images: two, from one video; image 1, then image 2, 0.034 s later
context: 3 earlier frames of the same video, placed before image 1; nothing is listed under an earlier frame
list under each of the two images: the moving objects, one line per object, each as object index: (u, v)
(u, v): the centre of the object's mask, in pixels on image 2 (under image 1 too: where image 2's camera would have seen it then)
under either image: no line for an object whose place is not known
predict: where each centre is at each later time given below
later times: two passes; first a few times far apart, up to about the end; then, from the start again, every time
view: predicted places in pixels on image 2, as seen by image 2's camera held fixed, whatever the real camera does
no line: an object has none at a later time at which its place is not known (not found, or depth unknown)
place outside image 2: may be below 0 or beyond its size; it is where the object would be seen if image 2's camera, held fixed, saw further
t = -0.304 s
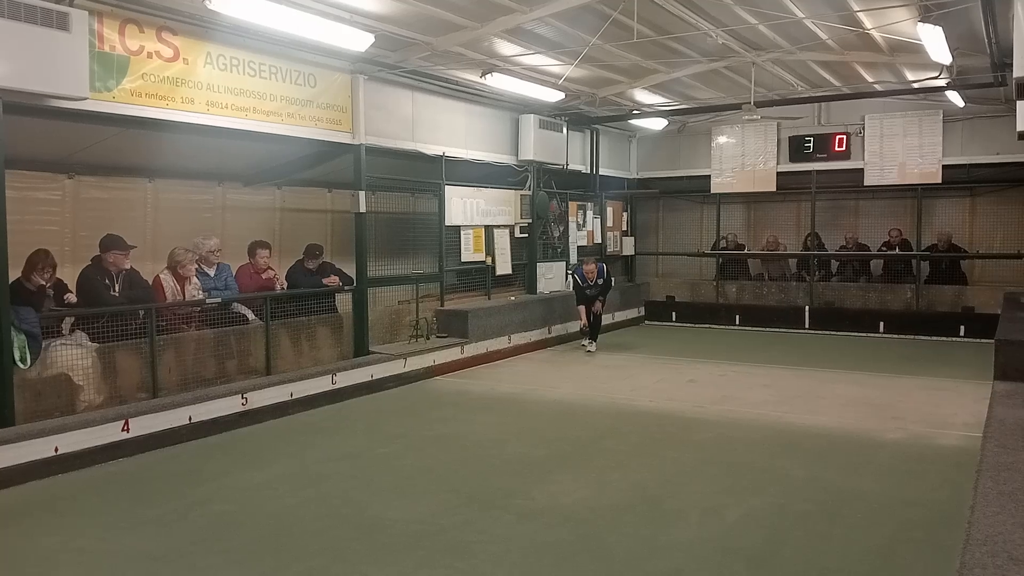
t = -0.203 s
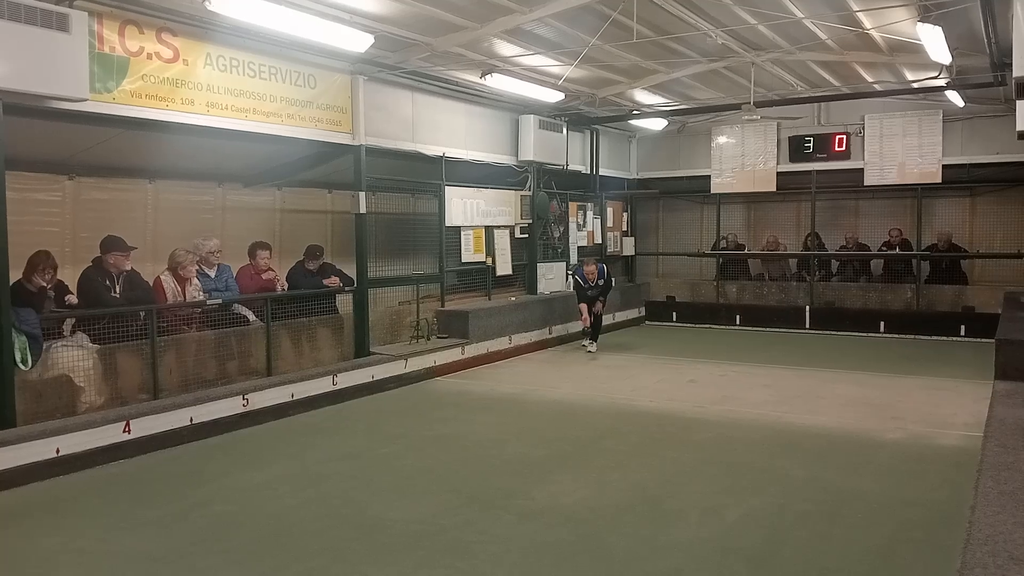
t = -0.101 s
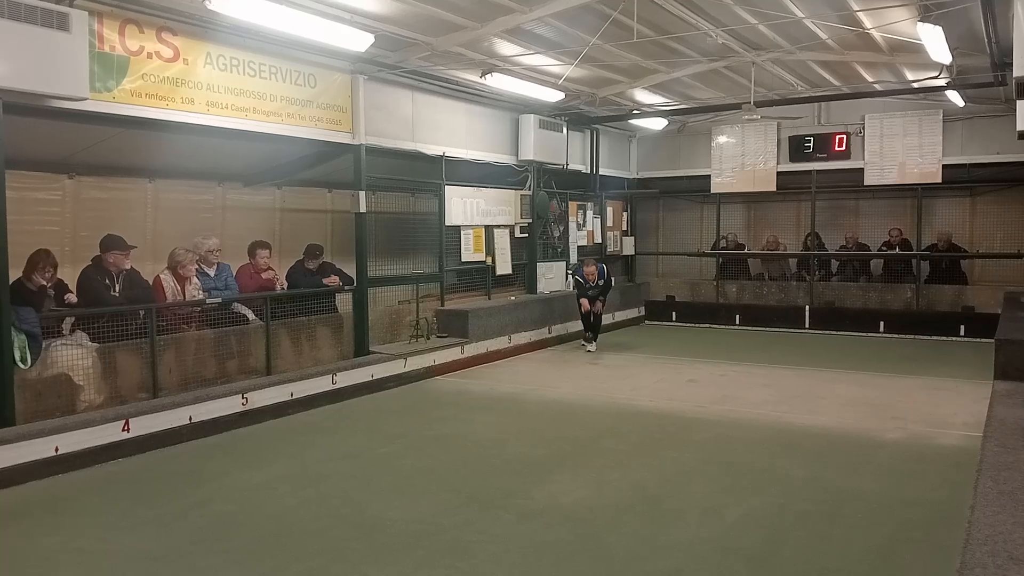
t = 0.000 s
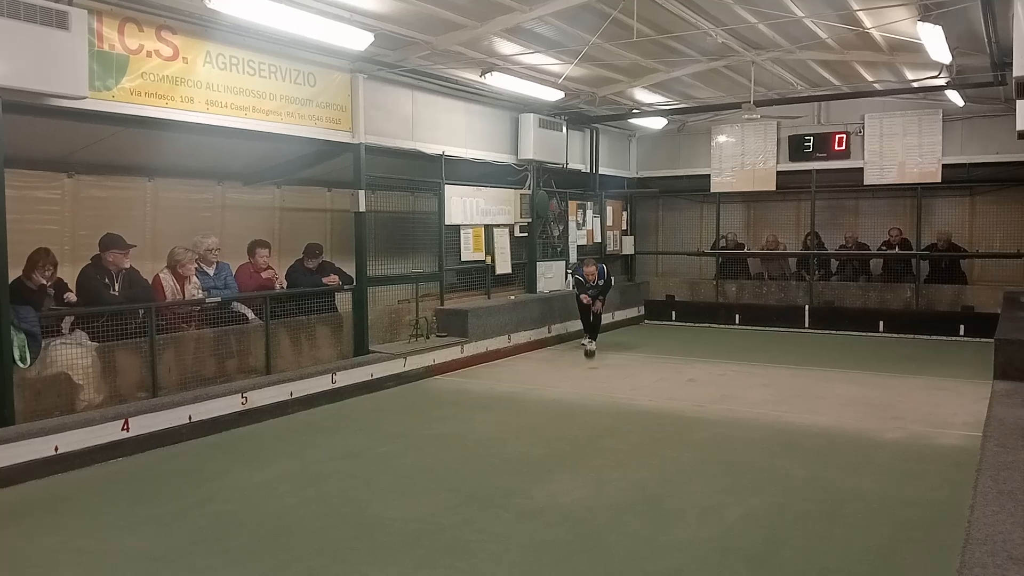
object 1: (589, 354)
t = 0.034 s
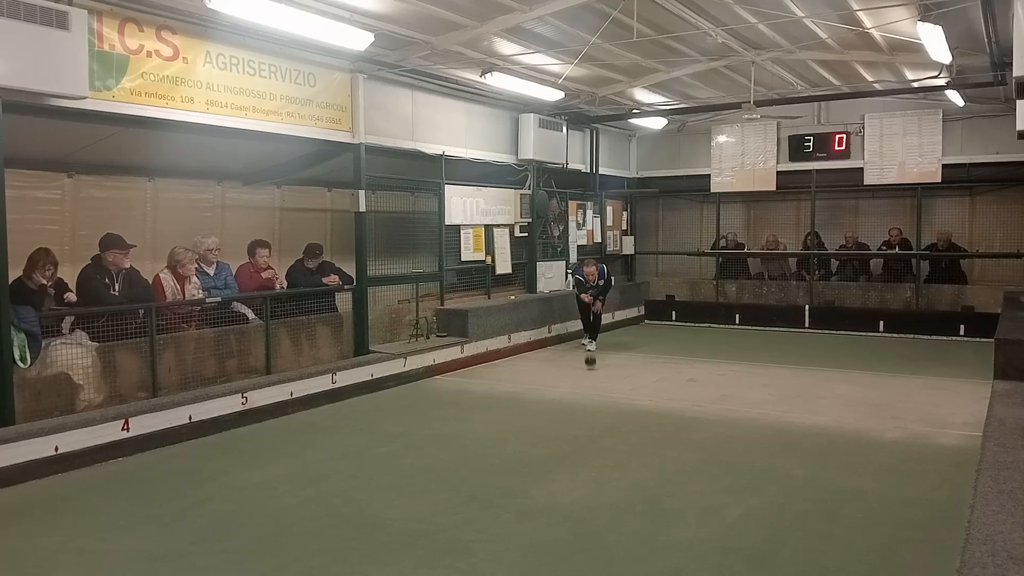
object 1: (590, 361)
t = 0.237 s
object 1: (592, 371)
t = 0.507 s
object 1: (594, 383)
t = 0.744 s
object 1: (597, 394)
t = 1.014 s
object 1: (600, 410)
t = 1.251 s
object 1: (603, 426)
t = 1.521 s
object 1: (607, 448)
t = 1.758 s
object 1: (611, 471)
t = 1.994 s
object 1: (617, 498)
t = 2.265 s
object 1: (625, 538)
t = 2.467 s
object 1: (631, 566)
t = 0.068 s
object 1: (591, 364)
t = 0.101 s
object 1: (591, 363)
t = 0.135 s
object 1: (591, 364)
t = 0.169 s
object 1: (591, 366)
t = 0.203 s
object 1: (591, 369)
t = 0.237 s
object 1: (592, 371)
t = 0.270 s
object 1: (592, 372)
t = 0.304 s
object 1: (592, 374)
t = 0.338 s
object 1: (593, 375)
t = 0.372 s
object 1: (593, 377)
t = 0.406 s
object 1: (593, 378)
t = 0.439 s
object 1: (594, 380)
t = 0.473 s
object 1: (594, 381)
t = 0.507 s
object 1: (594, 383)
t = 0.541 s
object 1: (595, 384)
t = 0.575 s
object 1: (595, 386)
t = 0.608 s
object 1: (595, 387)
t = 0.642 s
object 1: (596, 389)
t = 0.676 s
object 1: (596, 391)
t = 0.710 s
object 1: (596, 393)
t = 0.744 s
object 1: (597, 394)
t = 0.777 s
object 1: (597, 396)
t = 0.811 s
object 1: (597, 398)
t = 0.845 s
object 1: (598, 400)
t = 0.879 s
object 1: (598, 402)
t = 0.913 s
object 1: (598, 404)
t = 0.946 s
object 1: (599, 406)
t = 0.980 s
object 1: (599, 408)
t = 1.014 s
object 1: (600, 410)
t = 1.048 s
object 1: (600, 412)
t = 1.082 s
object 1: (600, 415)
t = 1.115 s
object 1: (601, 417)
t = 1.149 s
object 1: (601, 419)
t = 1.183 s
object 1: (602, 421)
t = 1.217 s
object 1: (602, 424)
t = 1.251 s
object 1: (603, 426)
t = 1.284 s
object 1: (603, 429)
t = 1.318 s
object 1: (604, 431)
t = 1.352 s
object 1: (604, 434)
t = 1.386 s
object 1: (605, 436)
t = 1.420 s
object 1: (605, 439)
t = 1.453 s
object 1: (606, 442)
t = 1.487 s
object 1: (606, 445)
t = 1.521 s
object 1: (607, 448)
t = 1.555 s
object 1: (607, 451)
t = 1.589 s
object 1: (608, 454)
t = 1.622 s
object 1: (609, 457)
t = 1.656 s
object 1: (609, 460)
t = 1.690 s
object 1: (610, 464)
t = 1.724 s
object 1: (611, 467)
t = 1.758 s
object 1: (611, 471)
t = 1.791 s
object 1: (612, 475)
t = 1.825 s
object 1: (613, 478)
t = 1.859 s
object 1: (613, 482)
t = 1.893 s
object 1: (614, 486)
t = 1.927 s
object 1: (615, 490)
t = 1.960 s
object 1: (616, 494)
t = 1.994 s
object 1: (617, 498)
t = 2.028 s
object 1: (618, 503)
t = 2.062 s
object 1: (619, 507)
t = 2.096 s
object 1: (619, 512)
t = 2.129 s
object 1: (620, 517)
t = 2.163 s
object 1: (621, 522)
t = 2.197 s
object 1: (622, 527)
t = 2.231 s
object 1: (623, 532)
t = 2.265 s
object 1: (625, 538)
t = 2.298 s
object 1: (626, 544)
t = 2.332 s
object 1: (627, 550)
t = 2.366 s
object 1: (628, 556)
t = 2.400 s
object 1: (629, 560)
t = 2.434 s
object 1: (630, 563)
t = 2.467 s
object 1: (631, 566)
